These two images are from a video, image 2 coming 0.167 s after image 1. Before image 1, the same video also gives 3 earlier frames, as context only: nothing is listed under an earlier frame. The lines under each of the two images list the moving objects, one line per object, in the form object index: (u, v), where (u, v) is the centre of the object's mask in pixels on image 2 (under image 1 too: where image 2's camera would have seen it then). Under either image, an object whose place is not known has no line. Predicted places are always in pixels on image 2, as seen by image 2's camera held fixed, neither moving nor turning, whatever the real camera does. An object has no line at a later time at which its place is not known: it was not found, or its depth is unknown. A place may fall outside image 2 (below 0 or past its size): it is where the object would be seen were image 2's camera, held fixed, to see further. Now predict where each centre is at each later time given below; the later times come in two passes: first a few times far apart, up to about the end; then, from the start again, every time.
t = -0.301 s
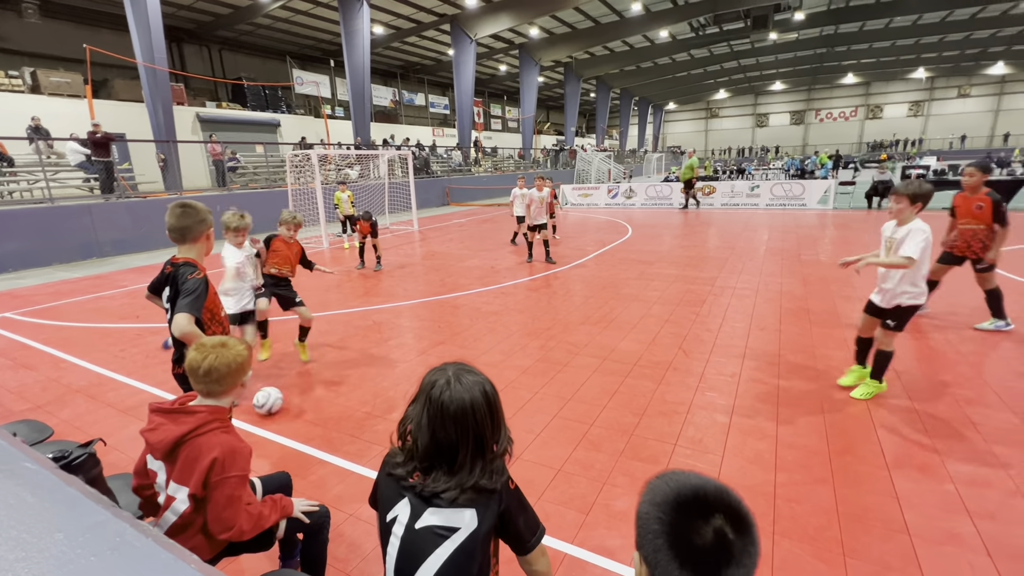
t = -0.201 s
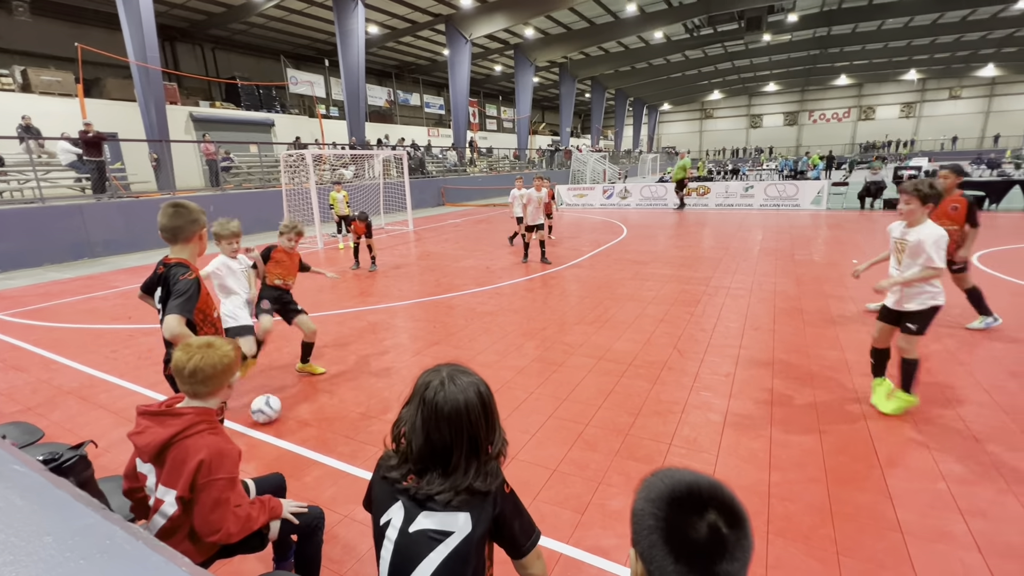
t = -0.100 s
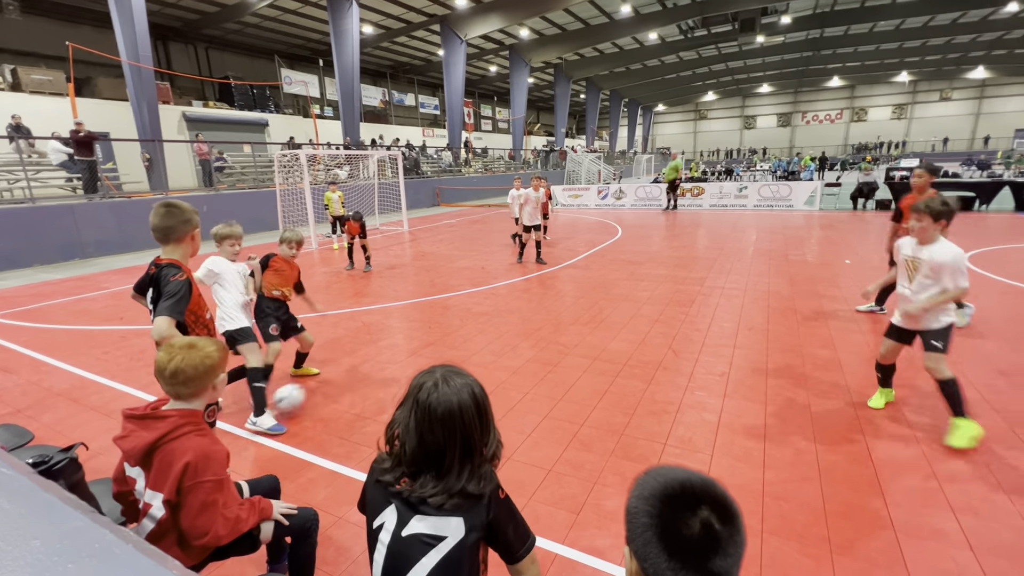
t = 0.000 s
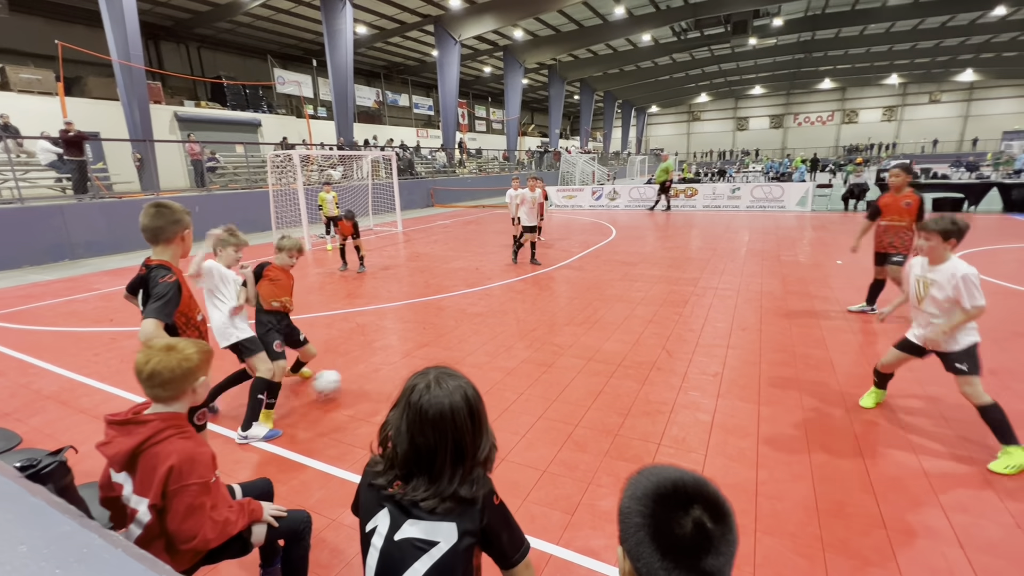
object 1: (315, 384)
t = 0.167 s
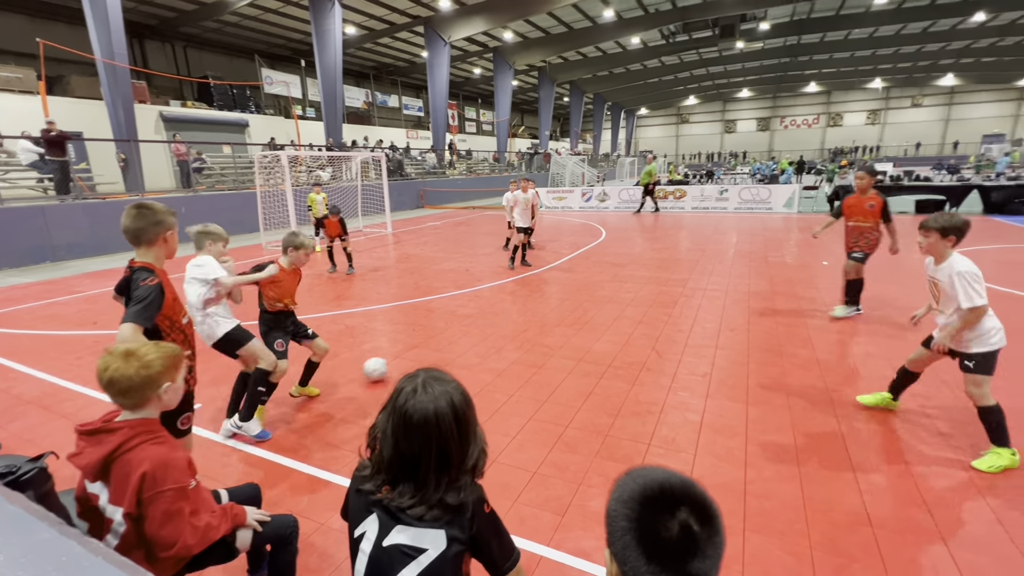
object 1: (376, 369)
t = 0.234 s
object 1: (396, 362)
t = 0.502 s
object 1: (464, 339)
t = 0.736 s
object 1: (513, 324)
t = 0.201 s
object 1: (386, 365)
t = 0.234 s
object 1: (396, 362)
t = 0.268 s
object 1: (406, 359)
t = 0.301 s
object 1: (414, 356)
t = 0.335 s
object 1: (423, 353)
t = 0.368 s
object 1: (432, 350)
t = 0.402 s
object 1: (441, 347)
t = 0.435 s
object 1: (449, 345)
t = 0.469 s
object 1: (456, 342)
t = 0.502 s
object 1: (464, 339)
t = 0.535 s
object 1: (472, 337)
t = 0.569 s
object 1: (479, 334)
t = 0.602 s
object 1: (486, 332)
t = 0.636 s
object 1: (494, 330)
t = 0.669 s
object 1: (500, 328)
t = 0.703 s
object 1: (506, 326)
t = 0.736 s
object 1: (513, 324)
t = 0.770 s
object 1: (519, 322)
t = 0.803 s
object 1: (525, 320)
